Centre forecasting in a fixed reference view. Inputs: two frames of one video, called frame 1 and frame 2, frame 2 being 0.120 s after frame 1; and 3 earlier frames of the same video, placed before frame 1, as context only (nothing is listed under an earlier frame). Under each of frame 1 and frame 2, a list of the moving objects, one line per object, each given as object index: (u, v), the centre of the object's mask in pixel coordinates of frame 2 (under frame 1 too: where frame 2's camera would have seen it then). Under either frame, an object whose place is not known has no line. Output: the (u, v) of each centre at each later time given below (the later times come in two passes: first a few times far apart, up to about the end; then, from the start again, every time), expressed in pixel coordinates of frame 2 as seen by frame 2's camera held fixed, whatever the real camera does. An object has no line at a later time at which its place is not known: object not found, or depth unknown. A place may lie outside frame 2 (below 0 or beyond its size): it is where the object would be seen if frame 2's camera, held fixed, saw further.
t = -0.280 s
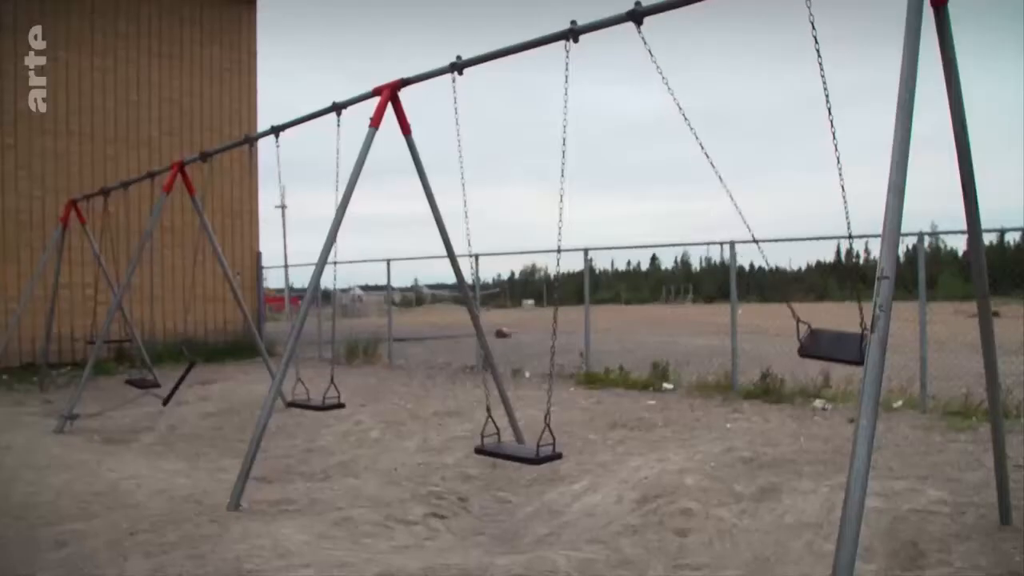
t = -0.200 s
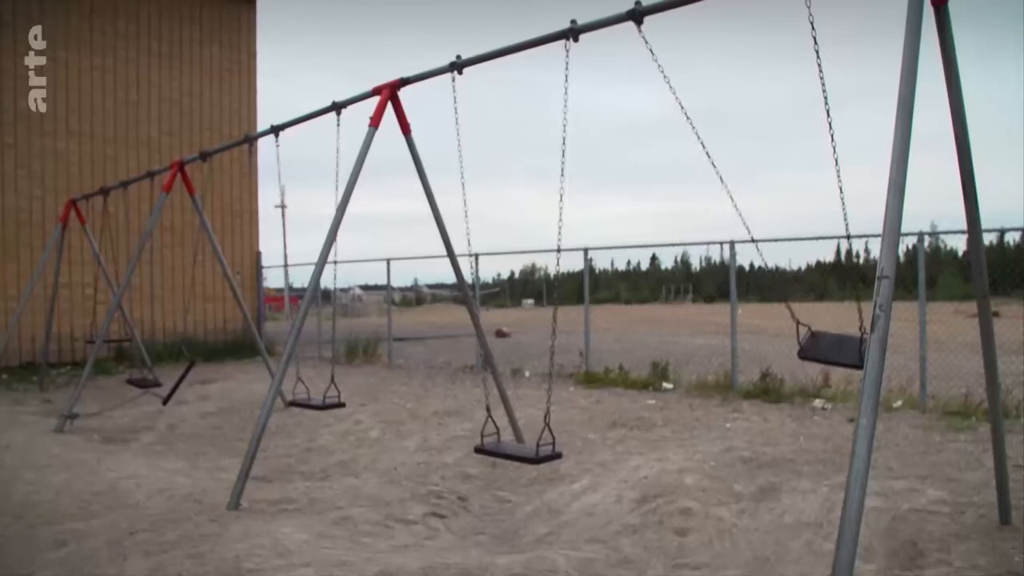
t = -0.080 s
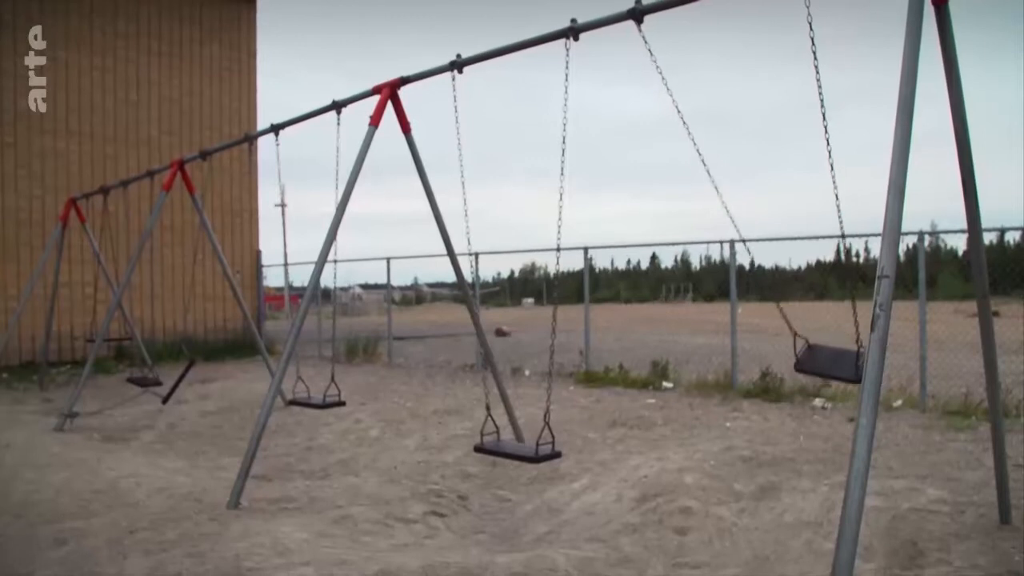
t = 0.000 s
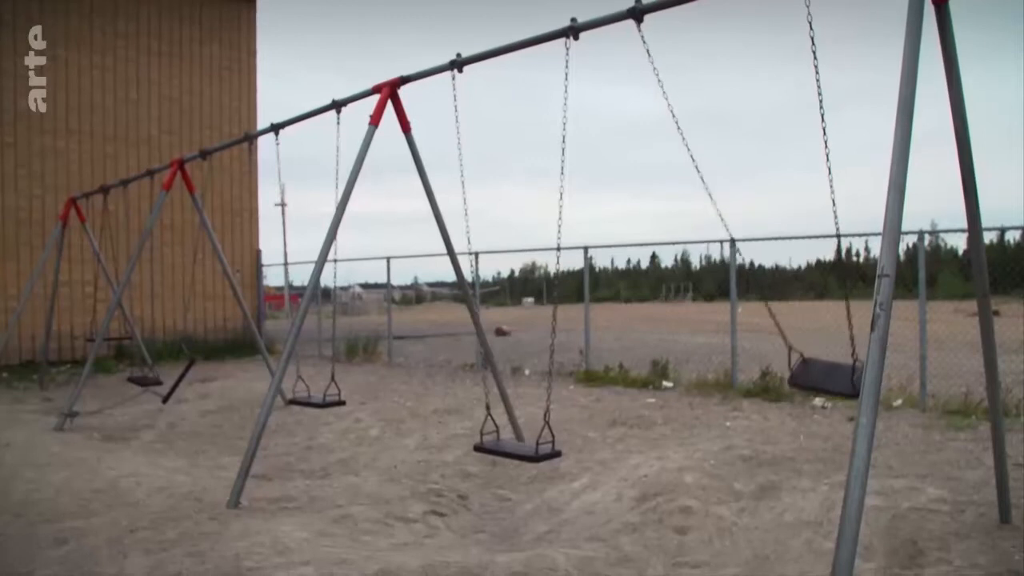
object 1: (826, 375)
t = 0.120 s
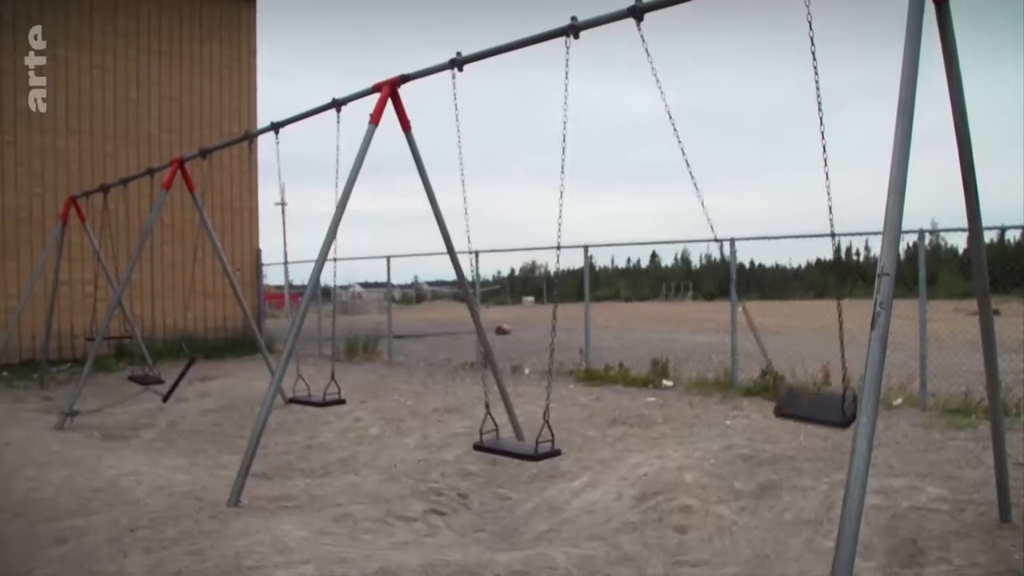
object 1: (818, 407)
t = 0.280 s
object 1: (790, 454)
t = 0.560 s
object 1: (706, 512)
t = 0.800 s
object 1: (606, 498)
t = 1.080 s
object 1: (516, 433)
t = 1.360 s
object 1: (507, 430)
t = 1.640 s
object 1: (579, 487)
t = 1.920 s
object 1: (691, 509)
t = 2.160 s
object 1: (769, 466)
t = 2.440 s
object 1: (821, 392)
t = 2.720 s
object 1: (835, 350)
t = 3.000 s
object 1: (832, 368)
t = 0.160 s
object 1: (813, 418)
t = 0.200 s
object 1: (806, 431)
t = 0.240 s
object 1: (799, 443)
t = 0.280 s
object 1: (790, 454)
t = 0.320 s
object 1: (781, 465)
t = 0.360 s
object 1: (771, 476)
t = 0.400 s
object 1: (759, 486)
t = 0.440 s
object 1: (748, 494)
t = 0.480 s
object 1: (735, 501)
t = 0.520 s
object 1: (719, 508)
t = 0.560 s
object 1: (706, 512)
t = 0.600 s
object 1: (690, 514)
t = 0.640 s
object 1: (674, 515)
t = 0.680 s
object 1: (658, 513)
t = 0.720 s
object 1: (641, 510)
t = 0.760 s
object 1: (624, 505)
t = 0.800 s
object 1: (606, 498)
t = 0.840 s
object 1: (591, 490)
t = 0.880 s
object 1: (575, 480)
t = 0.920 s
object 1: (558, 469)
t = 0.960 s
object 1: (547, 459)
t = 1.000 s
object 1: (536, 450)
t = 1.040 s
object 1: (525, 441)
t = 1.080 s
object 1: (516, 433)
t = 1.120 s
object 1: (509, 428)
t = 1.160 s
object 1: (505, 425)
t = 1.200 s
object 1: (502, 424)
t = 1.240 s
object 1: (499, 420)
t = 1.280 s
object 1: (500, 421)
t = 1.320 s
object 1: (504, 427)
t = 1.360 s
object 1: (507, 430)
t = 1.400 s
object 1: (511, 435)
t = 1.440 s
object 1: (519, 442)
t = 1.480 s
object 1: (528, 451)
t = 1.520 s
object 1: (538, 459)
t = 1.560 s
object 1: (547, 467)
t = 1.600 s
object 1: (564, 478)
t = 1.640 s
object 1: (579, 487)
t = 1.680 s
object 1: (594, 495)
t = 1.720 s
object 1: (611, 502)
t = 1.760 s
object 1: (629, 507)
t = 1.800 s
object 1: (645, 510)
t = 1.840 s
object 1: (659, 512)
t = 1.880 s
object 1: (675, 512)
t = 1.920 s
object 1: (691, 509)
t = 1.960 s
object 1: (709, 505)
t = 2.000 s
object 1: (722, 499)
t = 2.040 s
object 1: (735, 492)
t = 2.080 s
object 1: (748, 484)
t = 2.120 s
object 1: (759, 476)
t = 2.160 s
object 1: (769, 466)
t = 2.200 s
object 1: (781, 455)
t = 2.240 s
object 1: (790, 445)
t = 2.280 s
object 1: (798, 434)
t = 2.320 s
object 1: (806, 423)
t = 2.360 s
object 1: (812, 412)
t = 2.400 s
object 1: (818, 402)
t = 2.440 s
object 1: (821, 392)
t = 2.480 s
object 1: (824, 382)
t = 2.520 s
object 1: (826, 375)
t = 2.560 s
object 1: (829, 368)
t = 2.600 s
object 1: (831, 362)
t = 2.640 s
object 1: (832, 357)
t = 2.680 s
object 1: (834, 353)
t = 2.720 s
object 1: (835, 350)
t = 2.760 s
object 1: (835, 349)
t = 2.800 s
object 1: (835, 349)
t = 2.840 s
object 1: (835, 350)
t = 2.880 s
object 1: (835, 353)
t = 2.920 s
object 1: (834, 357)
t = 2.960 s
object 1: (833, 362)
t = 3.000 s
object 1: (832, 368)
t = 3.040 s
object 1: (830, 375)
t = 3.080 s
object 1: (828, 383)
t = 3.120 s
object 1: (826, 392)
